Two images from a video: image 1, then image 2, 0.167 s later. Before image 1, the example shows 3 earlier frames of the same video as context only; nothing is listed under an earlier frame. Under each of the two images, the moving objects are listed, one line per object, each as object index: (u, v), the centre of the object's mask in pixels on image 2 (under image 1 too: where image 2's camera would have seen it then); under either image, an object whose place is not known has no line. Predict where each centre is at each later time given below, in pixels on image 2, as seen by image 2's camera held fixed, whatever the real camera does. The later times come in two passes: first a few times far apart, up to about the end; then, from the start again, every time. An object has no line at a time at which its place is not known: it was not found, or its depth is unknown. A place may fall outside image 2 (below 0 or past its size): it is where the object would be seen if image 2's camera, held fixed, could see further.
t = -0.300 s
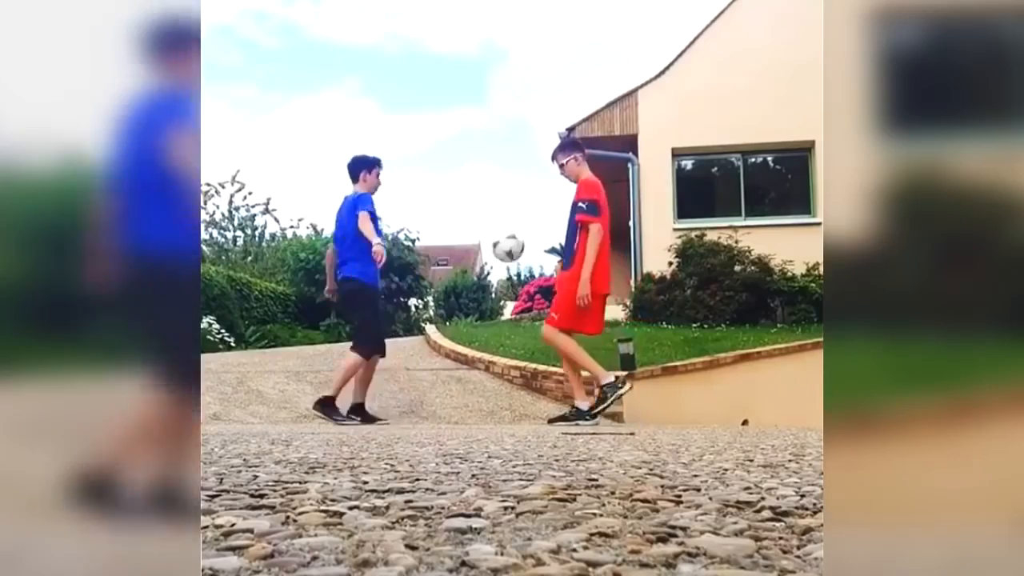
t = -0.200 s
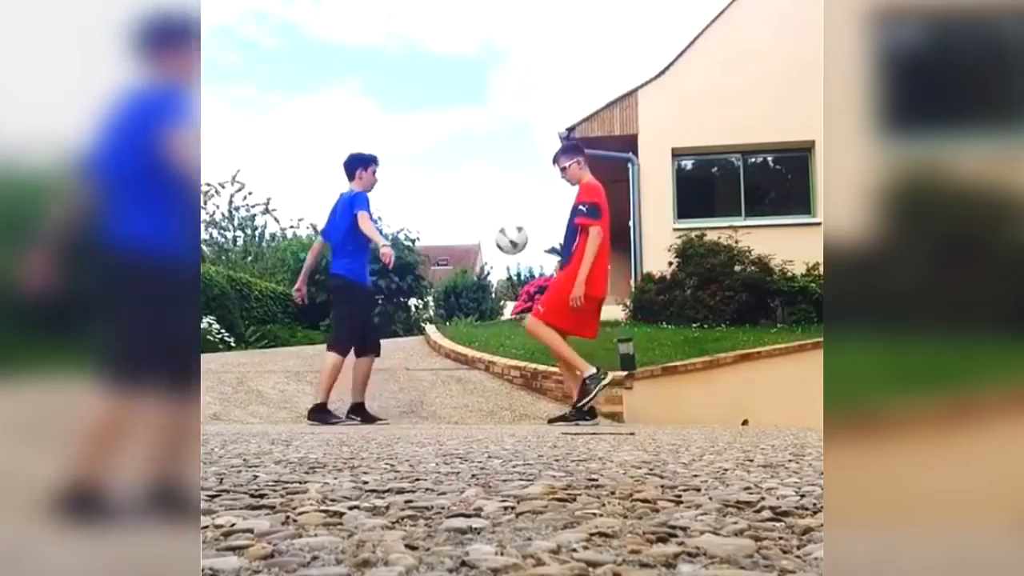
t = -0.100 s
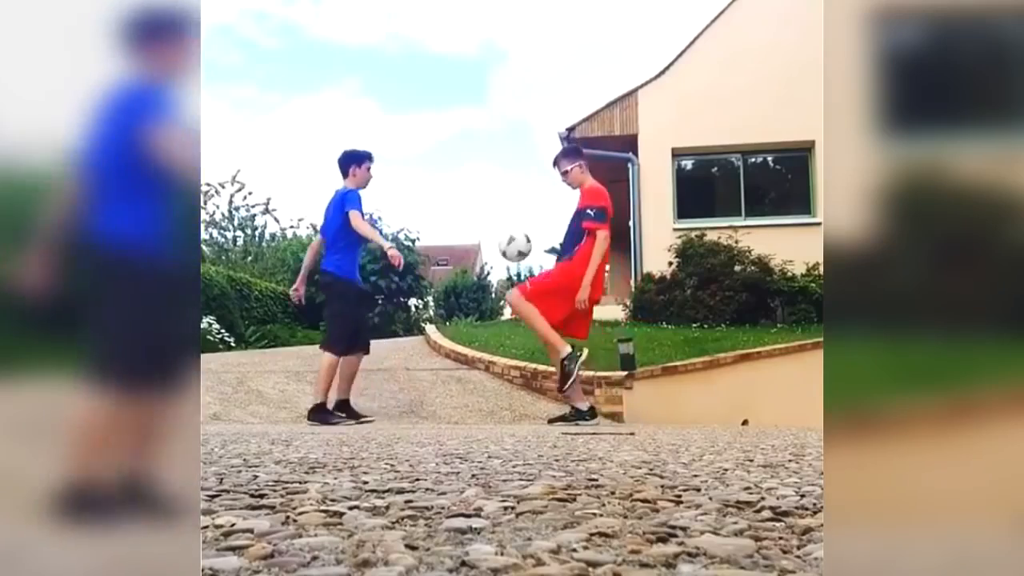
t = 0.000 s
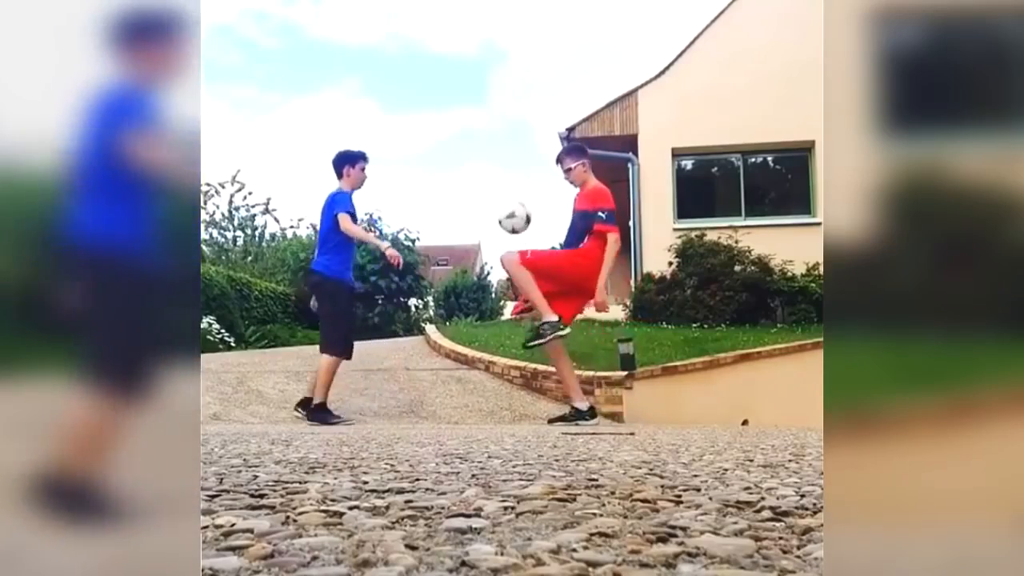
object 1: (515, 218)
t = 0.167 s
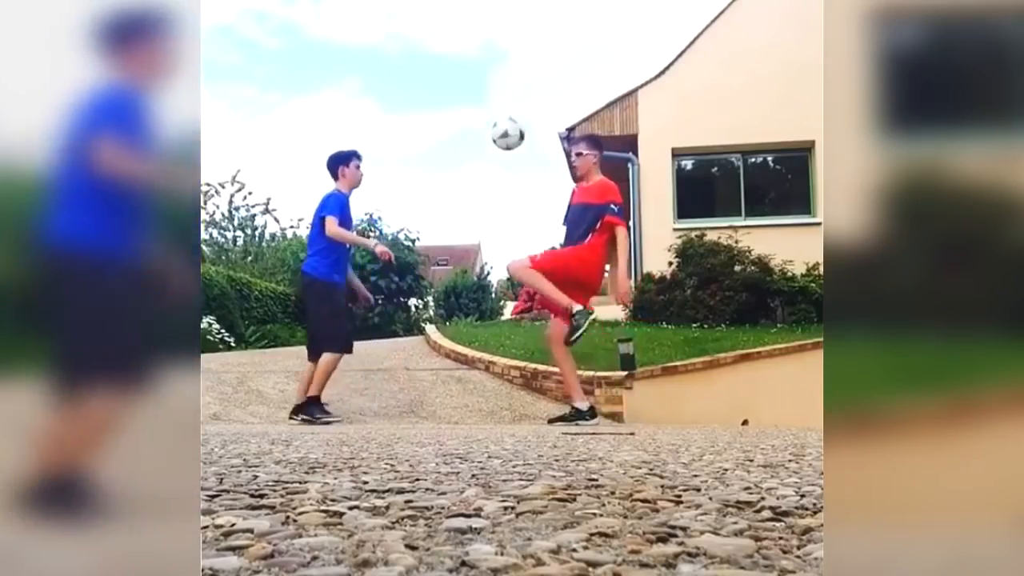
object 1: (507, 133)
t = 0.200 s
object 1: (506, 122)
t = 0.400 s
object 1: (499, 88)
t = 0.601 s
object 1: (493, 114)
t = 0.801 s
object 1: (486, 204)
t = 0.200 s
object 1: (506, 122)
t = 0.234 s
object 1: (505, 112)
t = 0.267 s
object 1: (504, 104)
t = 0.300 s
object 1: (503, 97)
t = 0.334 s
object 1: (501, 92)
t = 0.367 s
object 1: (500, 89)
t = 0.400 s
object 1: (499, 88)
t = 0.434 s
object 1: (498, 88)
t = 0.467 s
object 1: (497, 90)
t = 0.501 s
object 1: (495, 94)
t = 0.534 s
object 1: (494, 99)
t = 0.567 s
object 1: (494, 105)
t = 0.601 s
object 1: (493, 114)
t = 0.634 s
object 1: (492, 124)
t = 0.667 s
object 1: (491, 136)
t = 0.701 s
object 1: (489, 150)
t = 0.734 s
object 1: (488, 166)
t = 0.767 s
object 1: (487, 184)
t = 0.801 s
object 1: (486, 204)
